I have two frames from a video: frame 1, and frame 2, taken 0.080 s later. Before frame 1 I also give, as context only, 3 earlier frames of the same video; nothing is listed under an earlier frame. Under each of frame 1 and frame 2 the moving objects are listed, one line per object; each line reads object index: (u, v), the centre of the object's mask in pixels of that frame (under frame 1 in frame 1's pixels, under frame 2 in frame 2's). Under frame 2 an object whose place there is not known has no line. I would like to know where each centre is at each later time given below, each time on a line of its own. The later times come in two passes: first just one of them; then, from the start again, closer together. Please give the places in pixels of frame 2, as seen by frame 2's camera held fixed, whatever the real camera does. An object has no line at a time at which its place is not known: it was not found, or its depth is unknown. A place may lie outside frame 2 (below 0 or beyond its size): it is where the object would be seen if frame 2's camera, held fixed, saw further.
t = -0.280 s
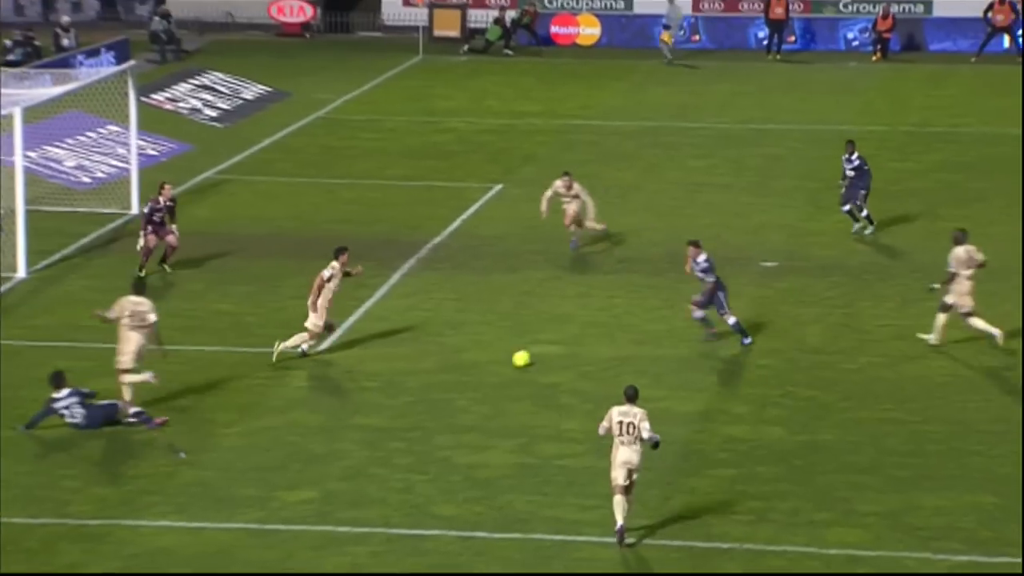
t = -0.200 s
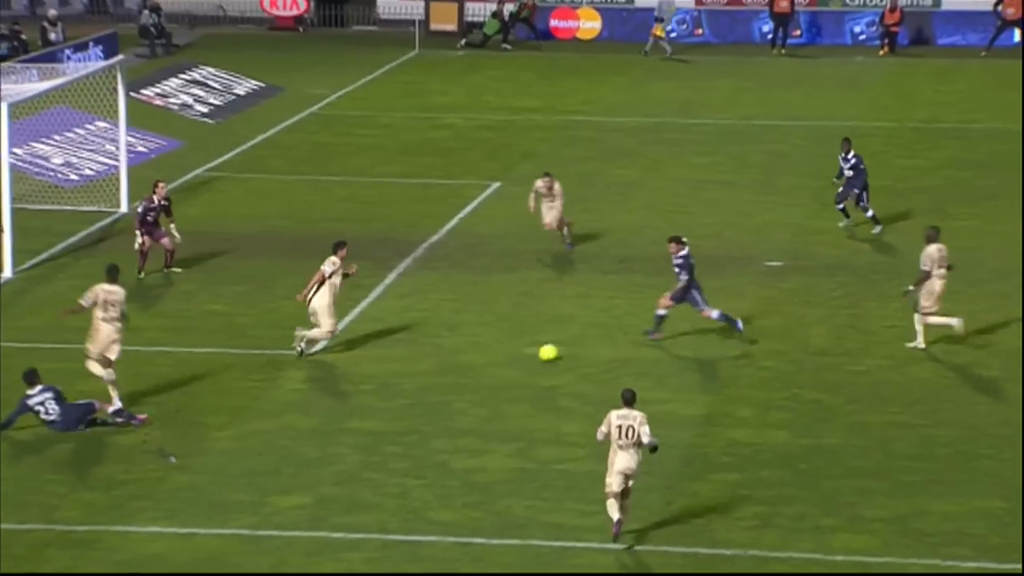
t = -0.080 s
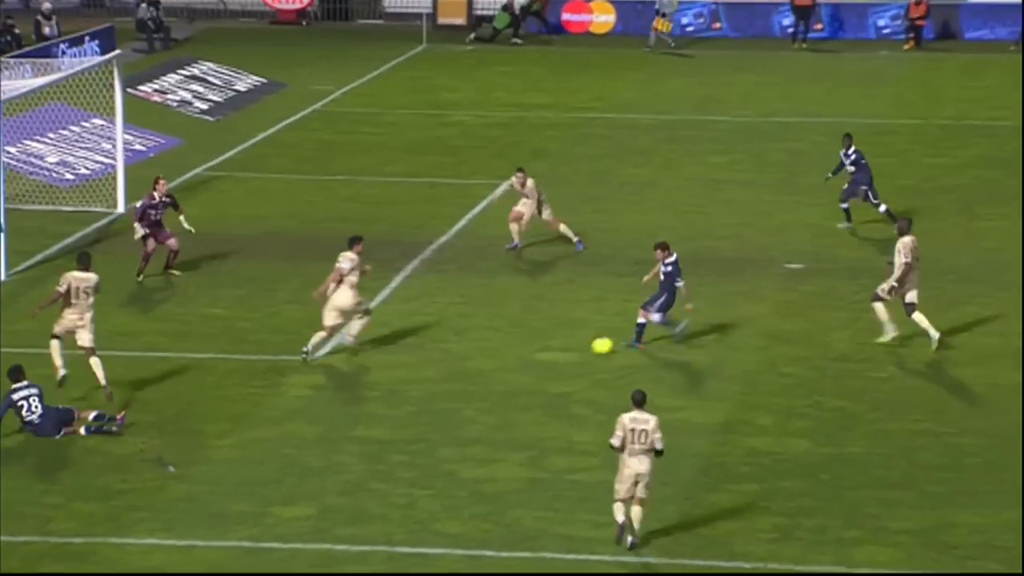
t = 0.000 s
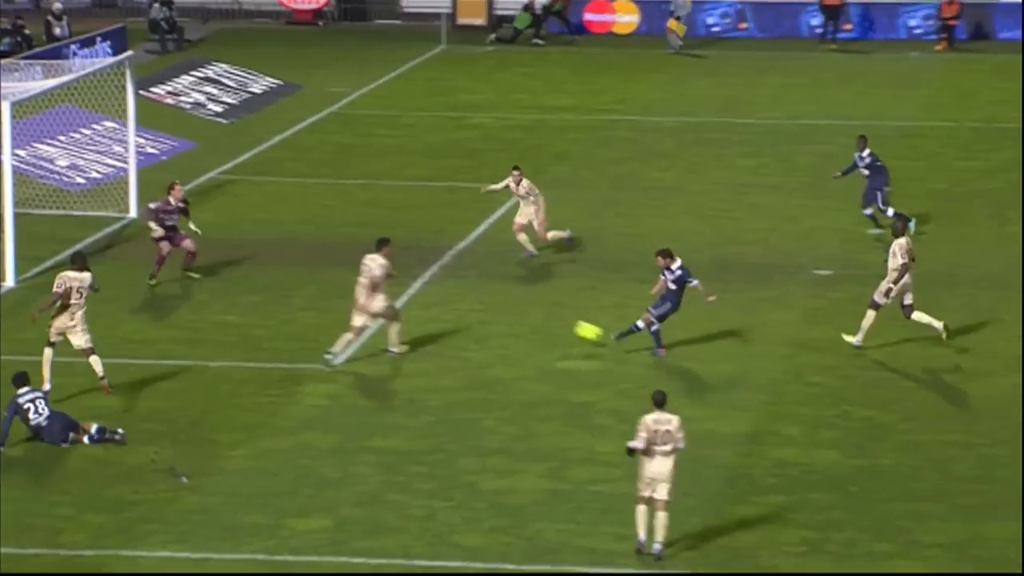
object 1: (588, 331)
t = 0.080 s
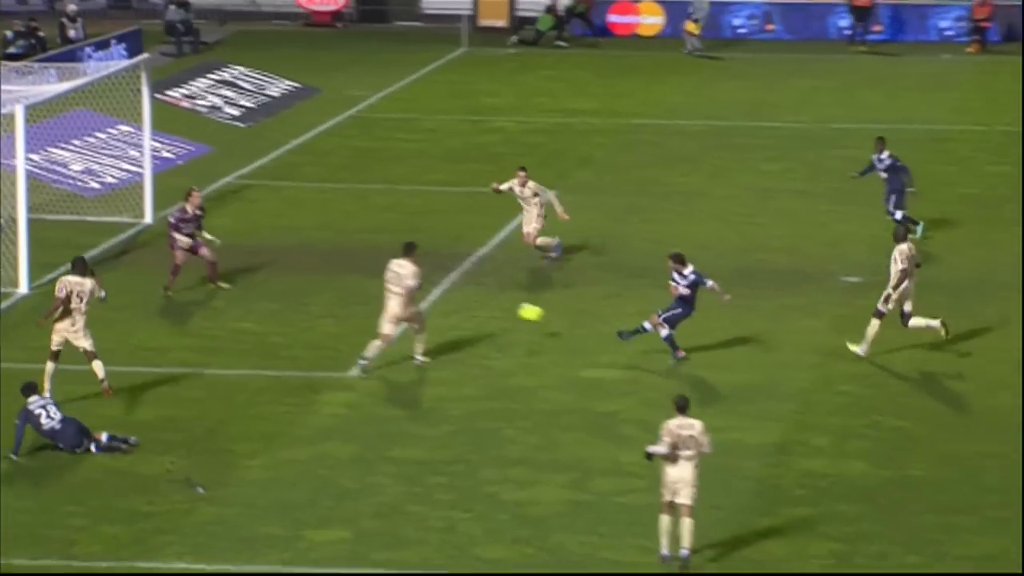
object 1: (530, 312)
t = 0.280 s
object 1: (350, 267)
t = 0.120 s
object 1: (480, 297)
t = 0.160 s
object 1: (457, 292)
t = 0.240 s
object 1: (370, 271)
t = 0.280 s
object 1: (350, 267)
